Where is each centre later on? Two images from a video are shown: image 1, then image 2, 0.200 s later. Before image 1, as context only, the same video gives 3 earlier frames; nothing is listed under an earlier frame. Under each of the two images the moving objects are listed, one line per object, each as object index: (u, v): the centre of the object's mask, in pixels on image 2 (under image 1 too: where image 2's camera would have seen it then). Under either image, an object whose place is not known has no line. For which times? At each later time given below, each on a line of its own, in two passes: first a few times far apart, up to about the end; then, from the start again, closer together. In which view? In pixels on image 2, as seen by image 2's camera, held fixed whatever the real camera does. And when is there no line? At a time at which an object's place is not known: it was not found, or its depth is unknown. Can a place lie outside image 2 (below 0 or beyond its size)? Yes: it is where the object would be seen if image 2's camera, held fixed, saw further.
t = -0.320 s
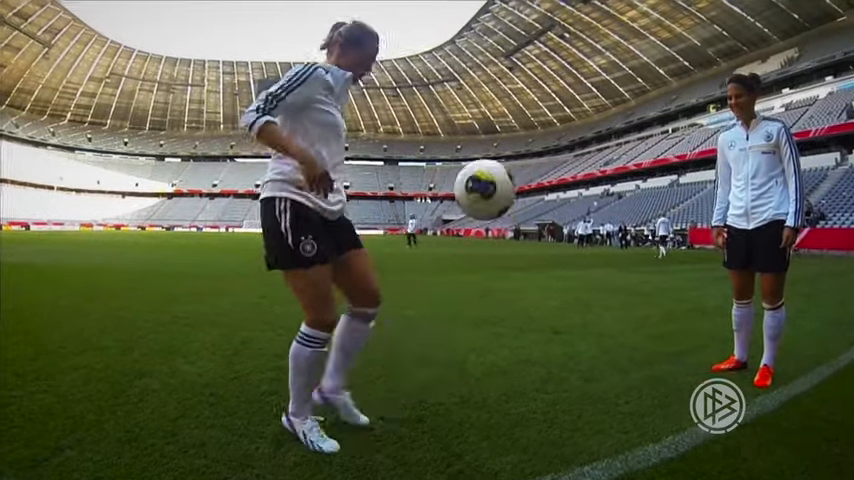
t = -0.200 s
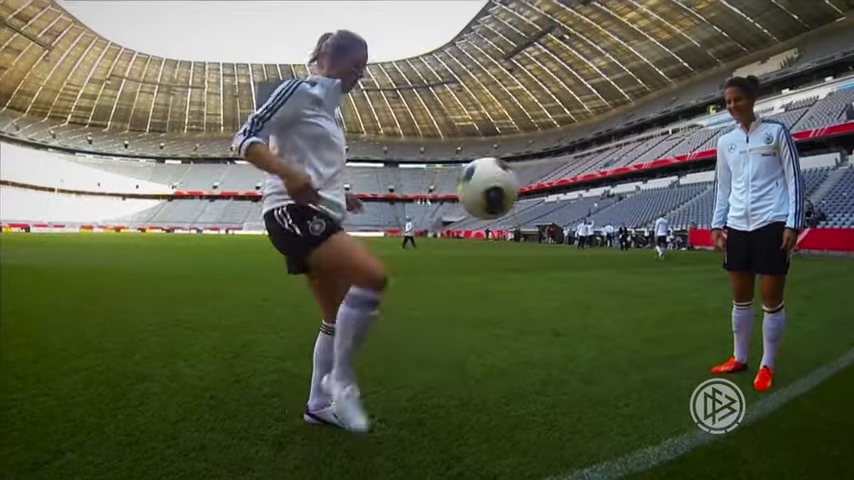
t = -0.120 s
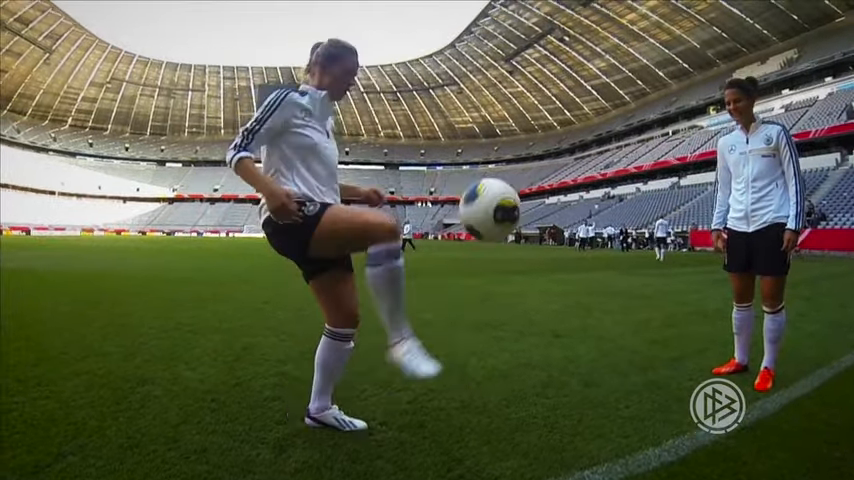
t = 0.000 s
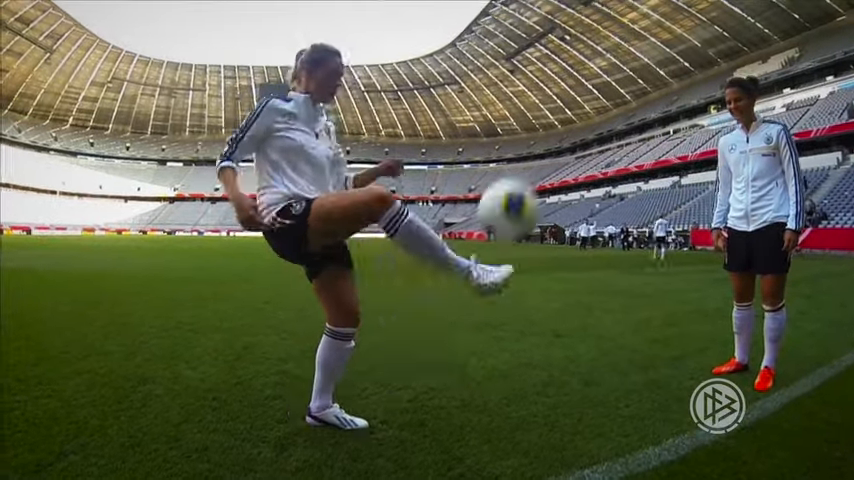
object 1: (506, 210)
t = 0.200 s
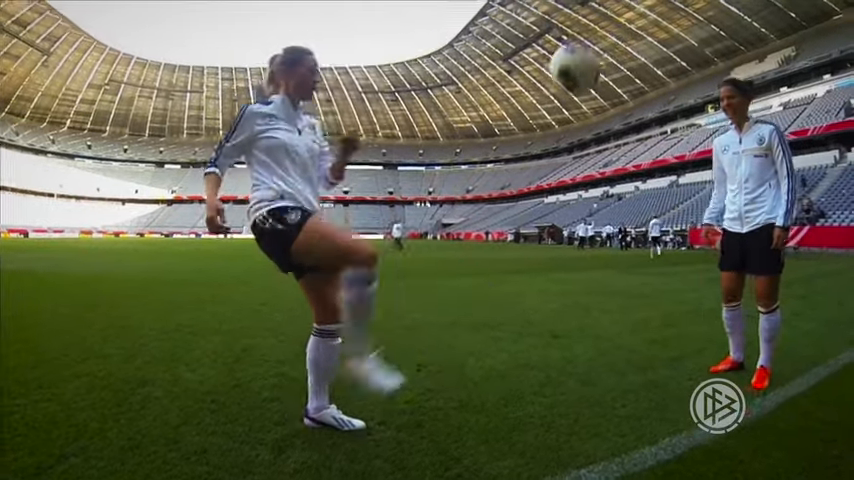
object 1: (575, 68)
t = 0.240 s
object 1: (585, 56)
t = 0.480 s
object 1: (638, 53)
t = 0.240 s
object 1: (585, 56)
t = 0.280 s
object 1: (593, 49)
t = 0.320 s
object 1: (603, 44)
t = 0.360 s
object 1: (611, 42)
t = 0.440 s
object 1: (629, 47)
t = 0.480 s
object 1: (638, 53)
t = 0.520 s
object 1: (648, 61)
